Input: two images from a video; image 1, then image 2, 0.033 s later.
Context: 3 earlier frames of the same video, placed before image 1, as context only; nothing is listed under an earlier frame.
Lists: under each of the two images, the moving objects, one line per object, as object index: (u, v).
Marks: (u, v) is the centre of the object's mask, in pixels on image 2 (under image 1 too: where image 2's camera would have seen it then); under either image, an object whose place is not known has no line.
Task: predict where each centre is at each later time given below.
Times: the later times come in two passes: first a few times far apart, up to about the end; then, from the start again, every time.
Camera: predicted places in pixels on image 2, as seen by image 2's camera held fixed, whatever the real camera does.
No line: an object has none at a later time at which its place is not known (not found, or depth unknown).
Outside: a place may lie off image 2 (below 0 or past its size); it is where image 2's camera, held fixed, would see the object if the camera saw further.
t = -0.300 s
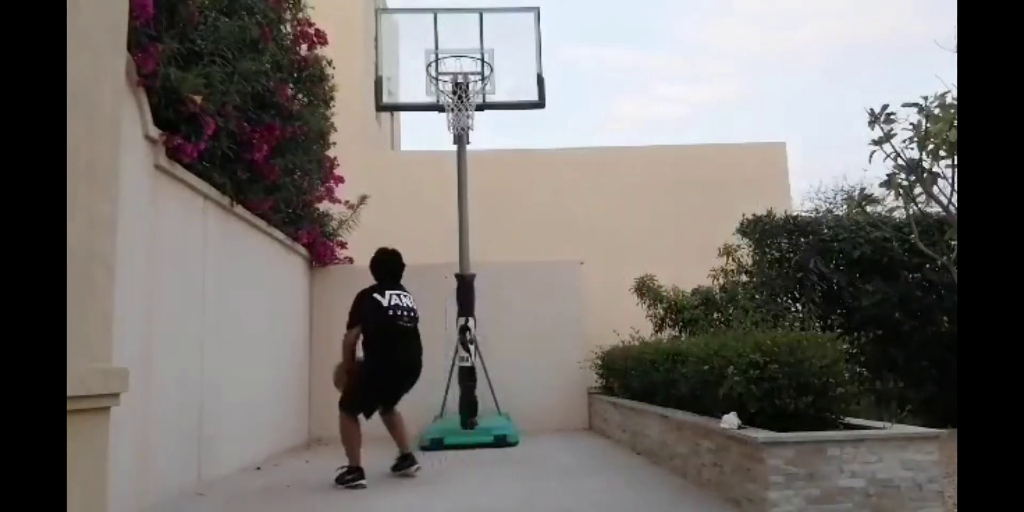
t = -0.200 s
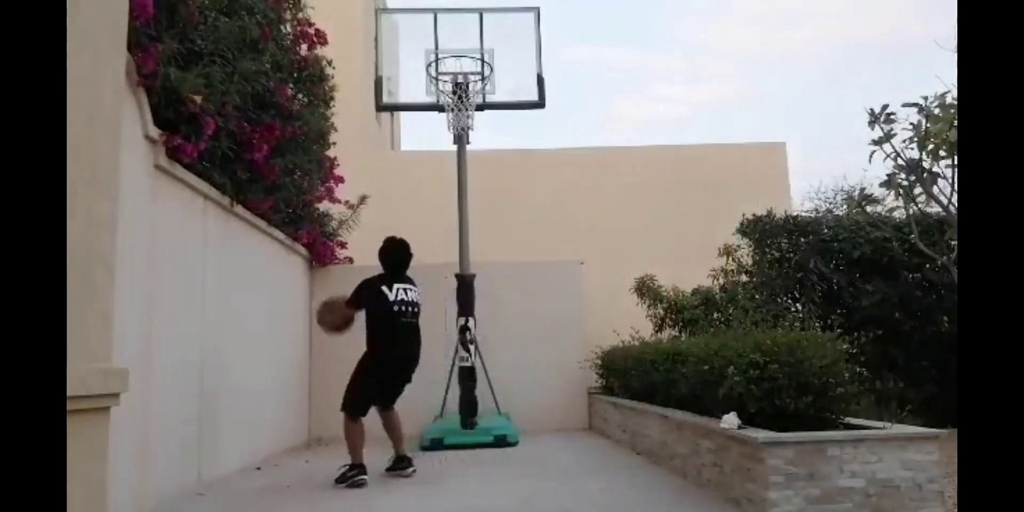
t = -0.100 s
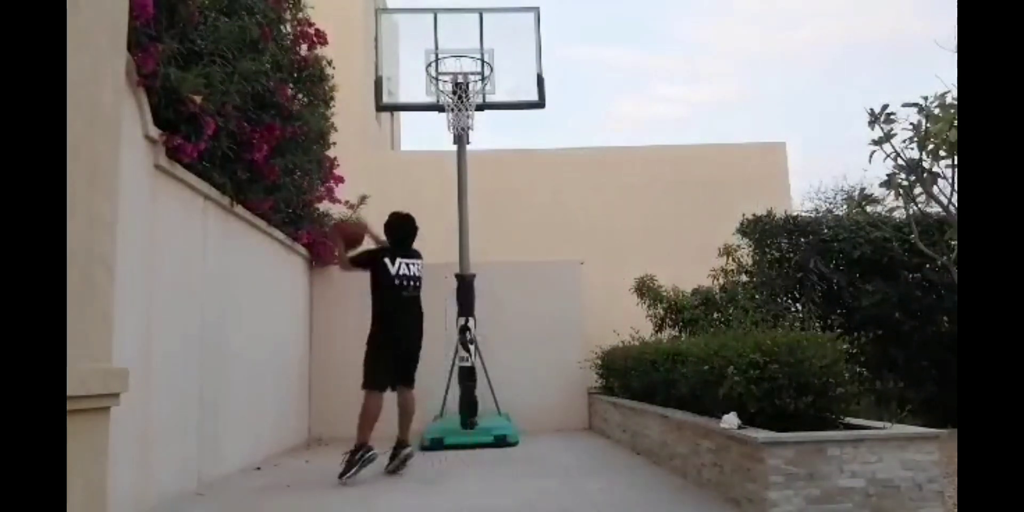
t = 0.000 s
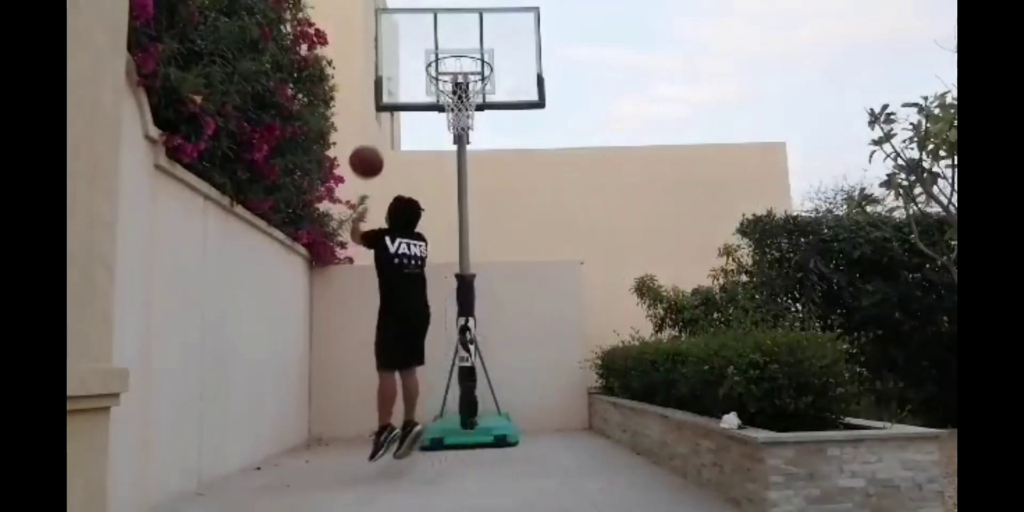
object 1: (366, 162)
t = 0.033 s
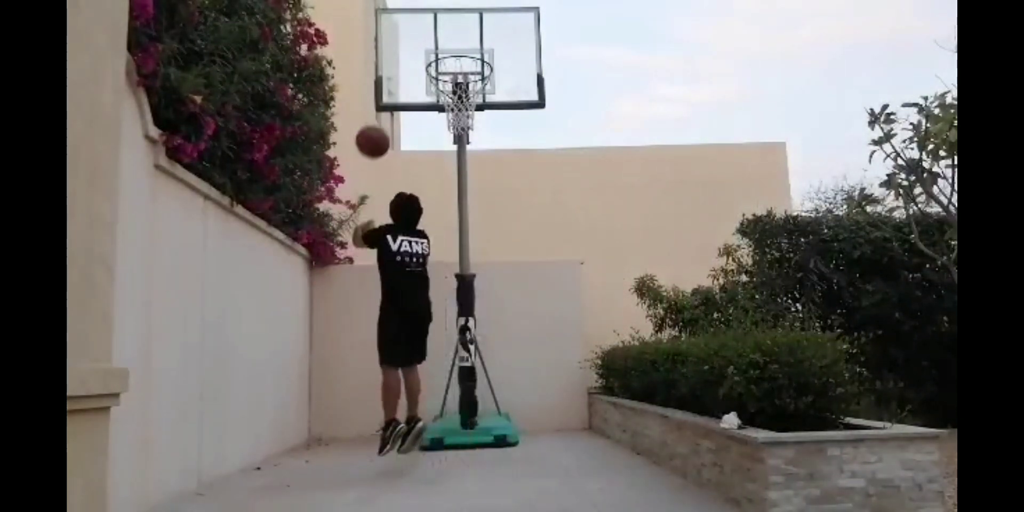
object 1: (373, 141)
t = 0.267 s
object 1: (415, 47)
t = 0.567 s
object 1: (460, 26)
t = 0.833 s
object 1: (454, 56)
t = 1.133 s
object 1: (454, 65)
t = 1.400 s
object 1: (475, 83)
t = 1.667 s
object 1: (458, 108)
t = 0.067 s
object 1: (379, 123)
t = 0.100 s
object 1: (384, 107)
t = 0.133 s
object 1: (391, 92)
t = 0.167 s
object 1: (396, 78)
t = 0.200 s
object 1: (403, 66)
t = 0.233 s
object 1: (409, 55)
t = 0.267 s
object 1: (415, 47)
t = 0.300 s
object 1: (421, 39)
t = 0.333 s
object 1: (426, 33)
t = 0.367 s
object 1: (432, 28)
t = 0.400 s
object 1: (437, 25)
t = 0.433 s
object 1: (441, 22)
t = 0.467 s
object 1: (448, 20)
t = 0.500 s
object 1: (452, 20)
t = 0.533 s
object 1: (456, 22)
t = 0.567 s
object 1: (460, 26)
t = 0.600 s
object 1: (463, 30)
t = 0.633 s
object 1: (468, 36)
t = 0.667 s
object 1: (472, 43)
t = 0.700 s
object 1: (476, 52)
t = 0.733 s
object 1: (478, 60)
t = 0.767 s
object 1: (471, 58)
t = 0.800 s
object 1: (462, 56)
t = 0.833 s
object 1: (454, 56)
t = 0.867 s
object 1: (446, 57)
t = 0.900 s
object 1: (445, 57)
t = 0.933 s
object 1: (446, 55)
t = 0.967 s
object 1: (447, 56)
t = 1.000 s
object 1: (448, 57)
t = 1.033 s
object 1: (449, 59)
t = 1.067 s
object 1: (450, 65)
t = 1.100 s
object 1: (451, 68)
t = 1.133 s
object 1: (454, 65)
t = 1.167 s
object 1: (457, 63)
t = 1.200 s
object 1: (460, 63)
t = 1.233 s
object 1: (463, 64)
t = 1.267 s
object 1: (466, 67)
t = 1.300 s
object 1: (468, 71)
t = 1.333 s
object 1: (472, 76)
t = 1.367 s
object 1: (475, 80)
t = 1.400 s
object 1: (475, 83)
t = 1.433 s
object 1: (473, 86)
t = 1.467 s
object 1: (471, 88)
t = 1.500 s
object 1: (470, 91)
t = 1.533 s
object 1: (469, 92)
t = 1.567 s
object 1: (468, 94)
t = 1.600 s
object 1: (464, 98)
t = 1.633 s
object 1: (460, 102)
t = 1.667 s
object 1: (458, 108)
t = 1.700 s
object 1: (456, 114)
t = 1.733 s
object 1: (452, 126)
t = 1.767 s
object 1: (451, 131)
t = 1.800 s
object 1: (450, 139)
